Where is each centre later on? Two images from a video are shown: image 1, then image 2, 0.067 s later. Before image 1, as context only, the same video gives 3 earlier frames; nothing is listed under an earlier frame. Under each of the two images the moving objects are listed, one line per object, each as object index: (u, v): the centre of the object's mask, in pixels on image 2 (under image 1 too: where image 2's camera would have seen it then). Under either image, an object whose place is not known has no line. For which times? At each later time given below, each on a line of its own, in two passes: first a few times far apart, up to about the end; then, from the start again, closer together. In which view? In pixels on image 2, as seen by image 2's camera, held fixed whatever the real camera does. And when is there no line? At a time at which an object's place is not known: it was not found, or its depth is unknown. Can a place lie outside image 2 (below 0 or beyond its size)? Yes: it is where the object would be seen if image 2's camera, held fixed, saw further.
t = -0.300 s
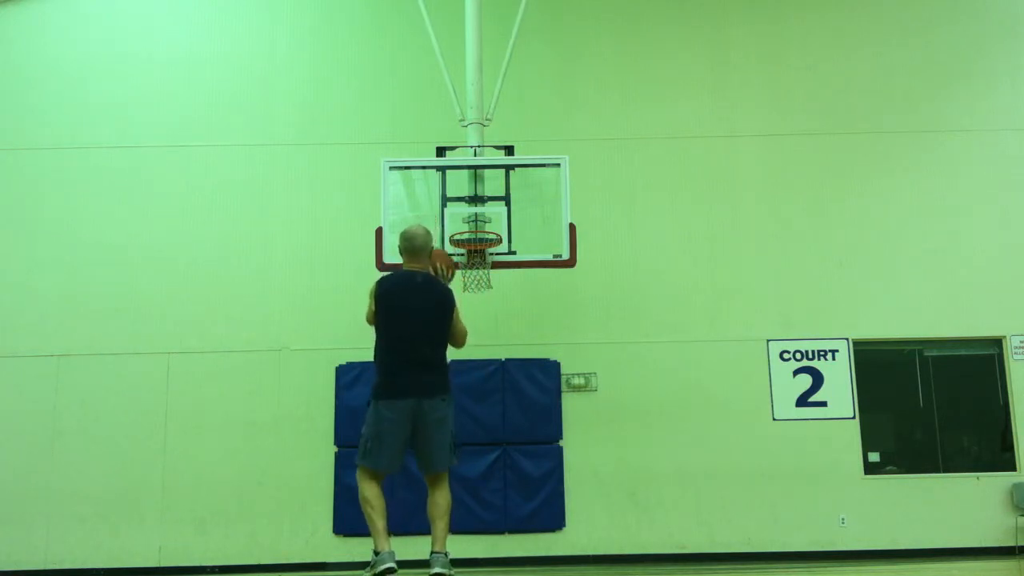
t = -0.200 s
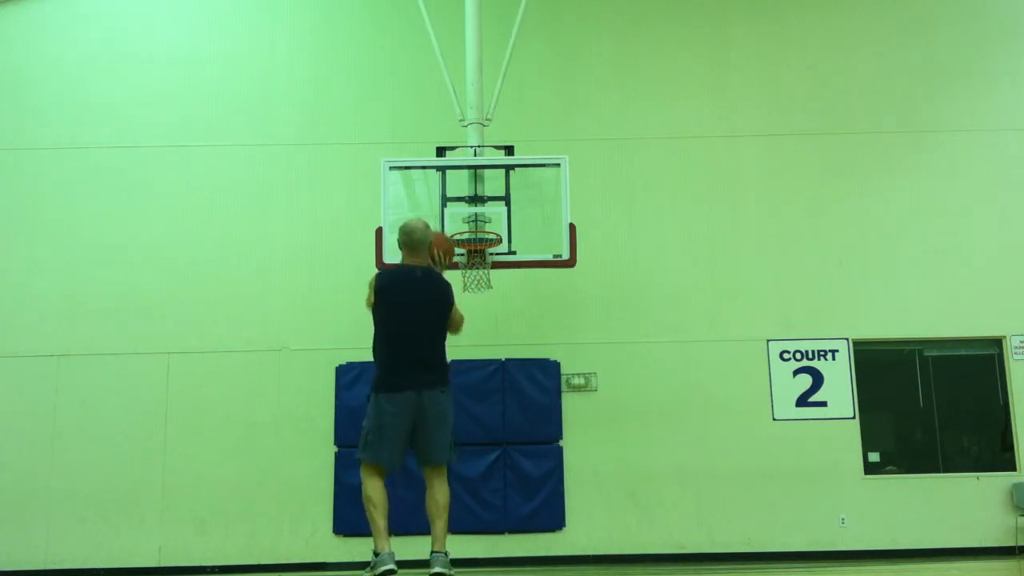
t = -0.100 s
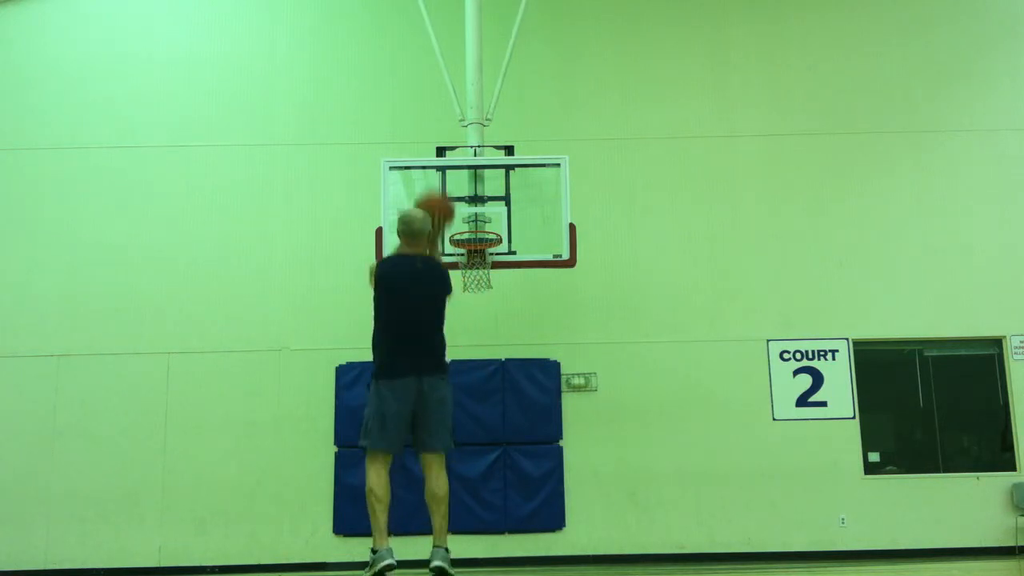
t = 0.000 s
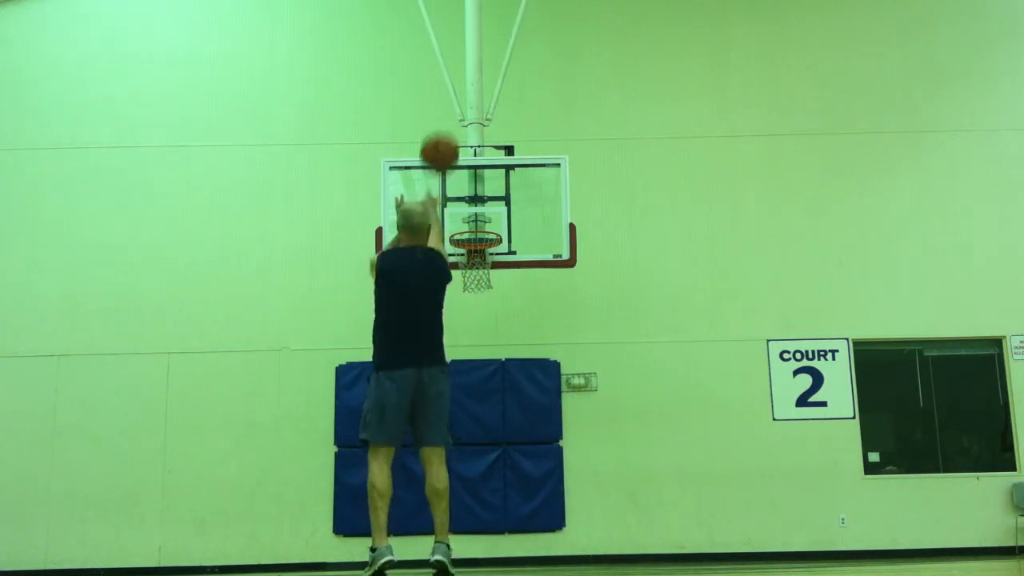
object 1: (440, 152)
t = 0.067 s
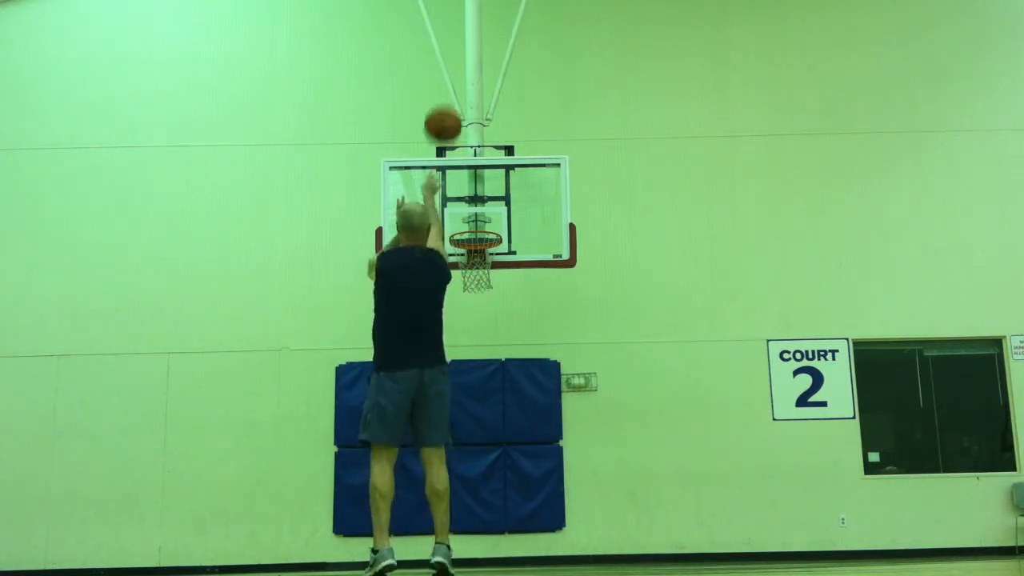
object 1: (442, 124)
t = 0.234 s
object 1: (451, 89)
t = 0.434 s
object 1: (459, 95)
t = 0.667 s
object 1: (468, 153)
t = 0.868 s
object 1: (474, 237)
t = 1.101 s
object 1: (483, 285)
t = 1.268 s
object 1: (490, 330)
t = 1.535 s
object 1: (485, 476)
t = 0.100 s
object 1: (445, 114)
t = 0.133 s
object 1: (446, 105)
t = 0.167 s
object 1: (447, 98)
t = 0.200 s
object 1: (449, 93)
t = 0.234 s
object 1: (451, 89)
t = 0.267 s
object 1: (452, 87)
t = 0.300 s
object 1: (453, 86)
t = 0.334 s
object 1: (455, 86)
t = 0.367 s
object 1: (456, 89)
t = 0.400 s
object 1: (457, 91)
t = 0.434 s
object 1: (459, 95)
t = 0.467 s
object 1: (460, 100)
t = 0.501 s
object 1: (461, 107)
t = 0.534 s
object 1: (463, 114)
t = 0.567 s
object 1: (464, 122)
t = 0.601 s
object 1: (465, 131)
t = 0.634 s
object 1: (466, 141)
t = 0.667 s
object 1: (468, 153)
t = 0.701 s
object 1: (469, 166)
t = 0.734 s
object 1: (470, 178)
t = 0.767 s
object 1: (472, 192)
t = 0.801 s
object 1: (472, 206)
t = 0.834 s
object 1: (474, 220)
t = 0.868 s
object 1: (474, 237)
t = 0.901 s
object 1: (475, 251)
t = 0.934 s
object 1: (475, 257)
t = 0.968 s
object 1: (477, 269)
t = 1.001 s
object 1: (478, 270)
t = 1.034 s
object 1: (480, 276)
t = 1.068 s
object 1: (481, 281)
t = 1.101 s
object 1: (483, 285)
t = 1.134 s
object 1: (485, 291)
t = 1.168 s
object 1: (487, 299)
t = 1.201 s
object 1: (488, 307)
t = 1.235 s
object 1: (489, 319)
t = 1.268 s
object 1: (490, 330)
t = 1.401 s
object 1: (490, 395)
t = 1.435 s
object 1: (488, 411)
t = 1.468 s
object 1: (486, 428)
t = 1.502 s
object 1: (486, 452)
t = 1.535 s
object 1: (485, 476)
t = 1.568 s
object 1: (486, 504)
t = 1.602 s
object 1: (486, 536)
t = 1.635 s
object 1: (488, 547)
